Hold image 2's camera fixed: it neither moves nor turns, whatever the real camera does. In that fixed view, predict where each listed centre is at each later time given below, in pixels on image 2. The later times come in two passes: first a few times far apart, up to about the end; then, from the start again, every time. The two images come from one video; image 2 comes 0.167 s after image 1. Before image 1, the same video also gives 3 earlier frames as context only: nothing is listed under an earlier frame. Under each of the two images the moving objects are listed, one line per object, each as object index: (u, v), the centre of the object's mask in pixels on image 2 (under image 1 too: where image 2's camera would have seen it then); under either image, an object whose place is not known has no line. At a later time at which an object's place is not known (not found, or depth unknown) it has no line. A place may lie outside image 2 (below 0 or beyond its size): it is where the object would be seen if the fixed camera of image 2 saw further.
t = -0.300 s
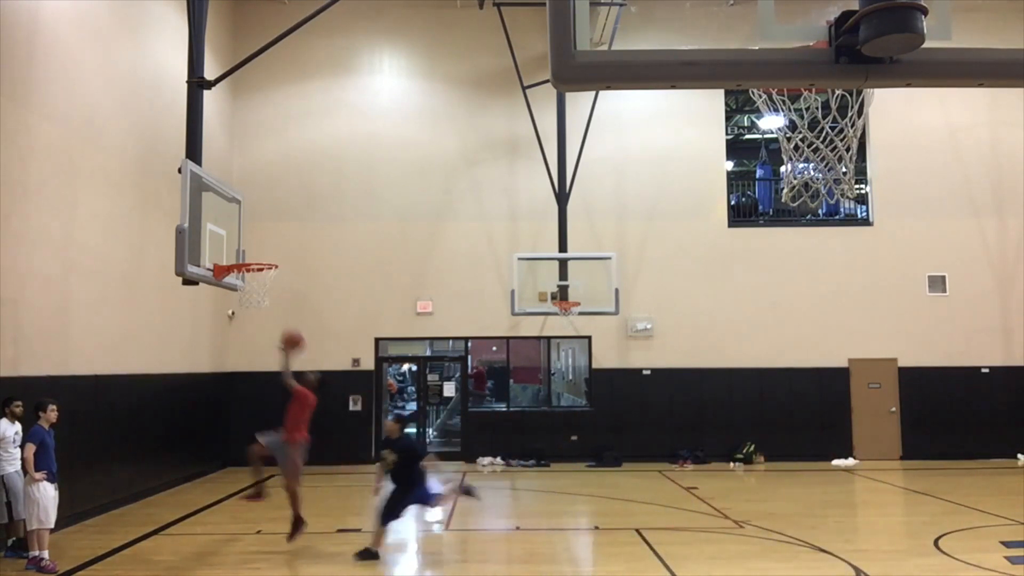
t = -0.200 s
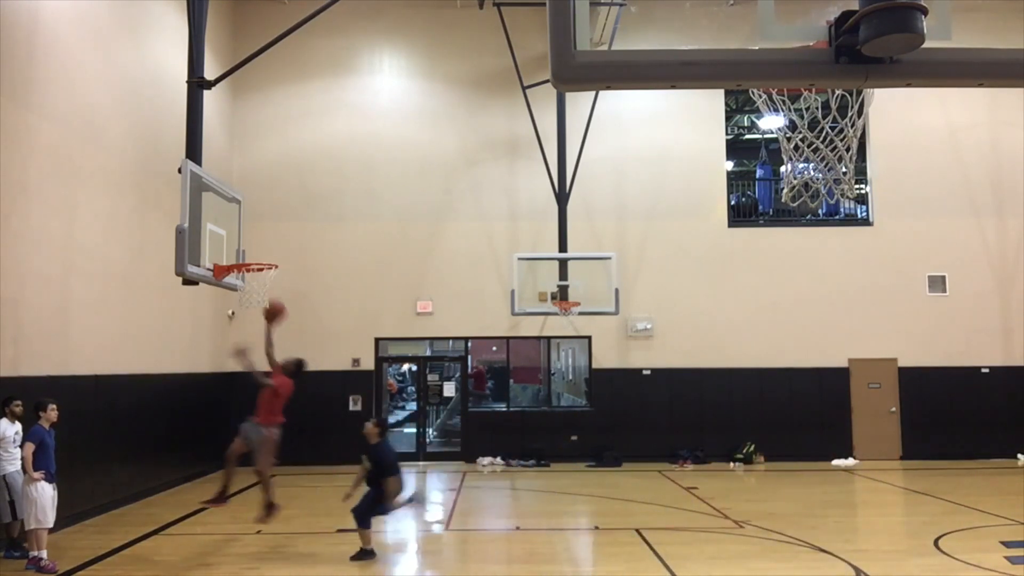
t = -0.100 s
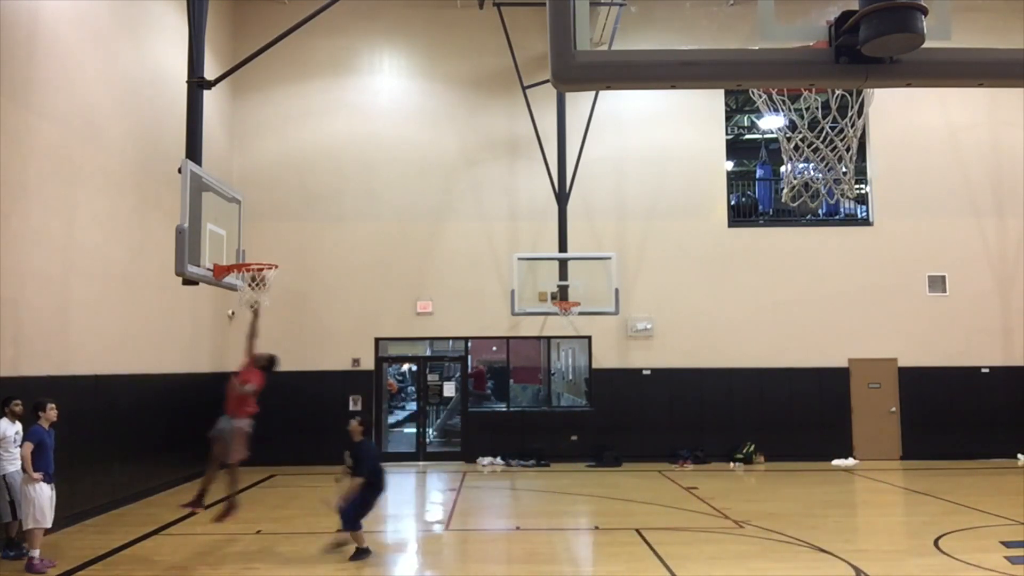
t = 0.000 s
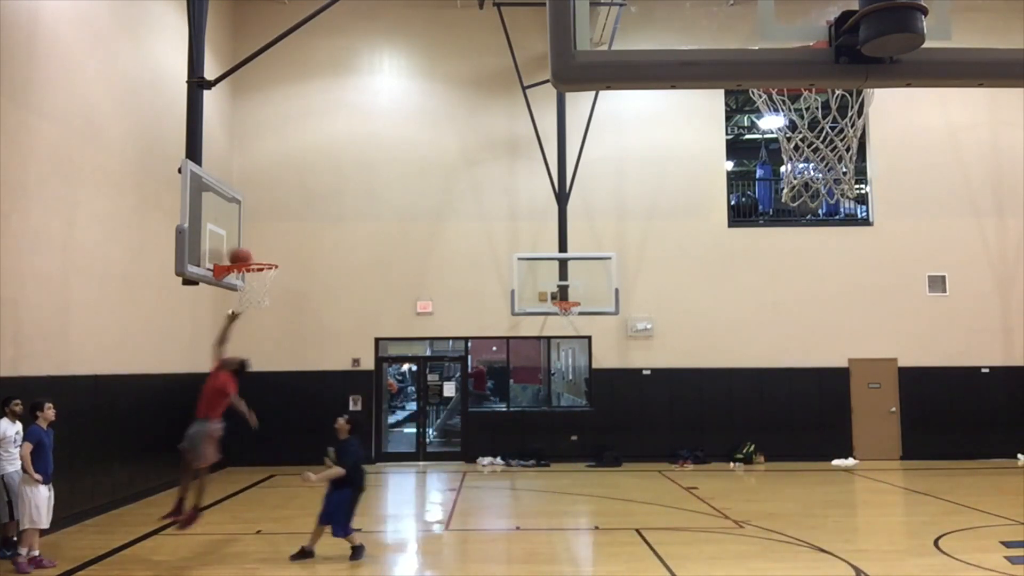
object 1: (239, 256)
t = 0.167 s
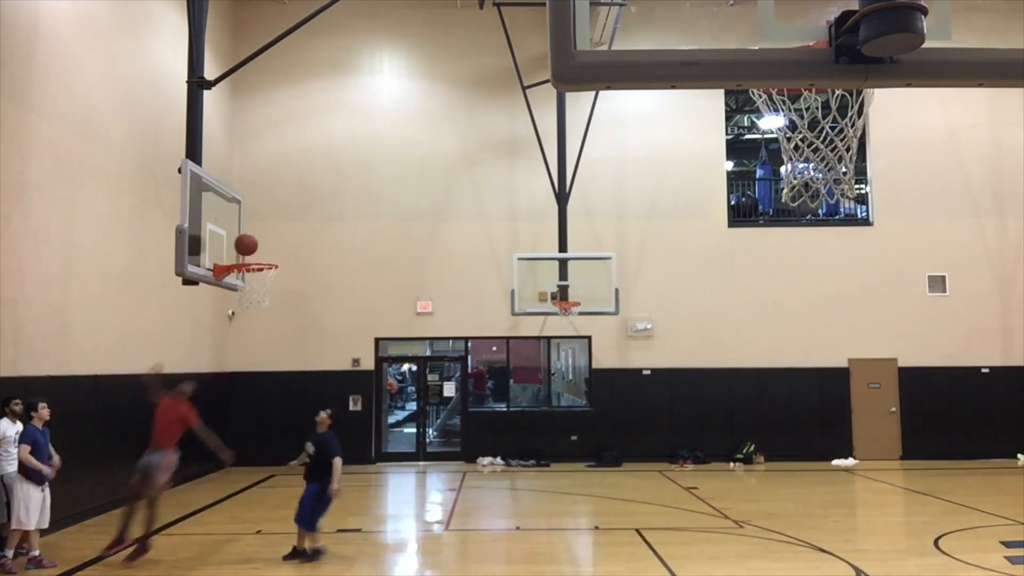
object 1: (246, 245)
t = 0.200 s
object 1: (248, 246)
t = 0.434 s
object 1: (255, 275)
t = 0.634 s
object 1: (246, 291)
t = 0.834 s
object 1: (239, 320)
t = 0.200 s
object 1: (248, 246)
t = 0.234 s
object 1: (251, 247)
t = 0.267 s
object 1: (254, 250)
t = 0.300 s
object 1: (256, 253)
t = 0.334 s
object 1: (259, 255)
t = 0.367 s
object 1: (260, 263)
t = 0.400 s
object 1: (257, 267)
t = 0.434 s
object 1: (255, 275)
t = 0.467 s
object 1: (250, 279)
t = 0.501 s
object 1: (250, 283)
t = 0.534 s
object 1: (247, 286)
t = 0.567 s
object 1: (246, 286)
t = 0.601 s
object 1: (245, 288)
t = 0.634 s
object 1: (246, 291)
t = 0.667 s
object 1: (243, 292)
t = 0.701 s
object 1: (242, 296)
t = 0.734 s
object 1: (241, 301)
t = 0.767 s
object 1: (241, 307)
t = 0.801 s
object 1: (240, 313)
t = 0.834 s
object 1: (239, 320)
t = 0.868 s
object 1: (239, 329)
